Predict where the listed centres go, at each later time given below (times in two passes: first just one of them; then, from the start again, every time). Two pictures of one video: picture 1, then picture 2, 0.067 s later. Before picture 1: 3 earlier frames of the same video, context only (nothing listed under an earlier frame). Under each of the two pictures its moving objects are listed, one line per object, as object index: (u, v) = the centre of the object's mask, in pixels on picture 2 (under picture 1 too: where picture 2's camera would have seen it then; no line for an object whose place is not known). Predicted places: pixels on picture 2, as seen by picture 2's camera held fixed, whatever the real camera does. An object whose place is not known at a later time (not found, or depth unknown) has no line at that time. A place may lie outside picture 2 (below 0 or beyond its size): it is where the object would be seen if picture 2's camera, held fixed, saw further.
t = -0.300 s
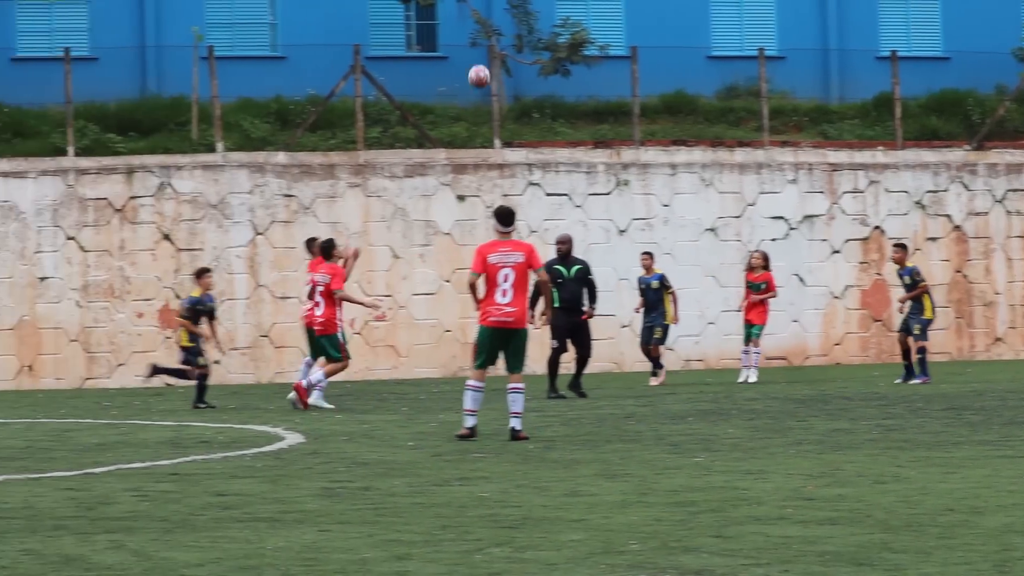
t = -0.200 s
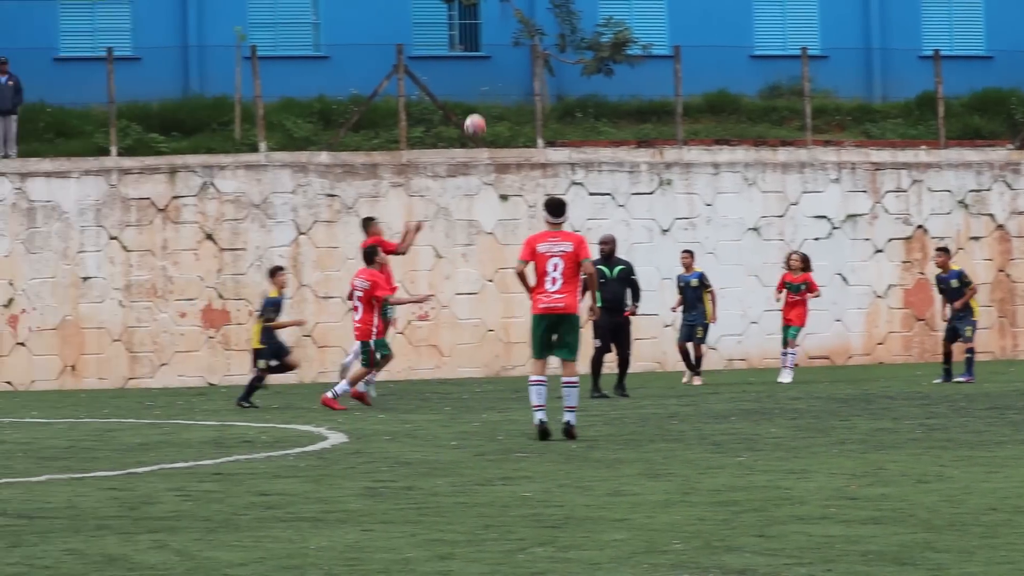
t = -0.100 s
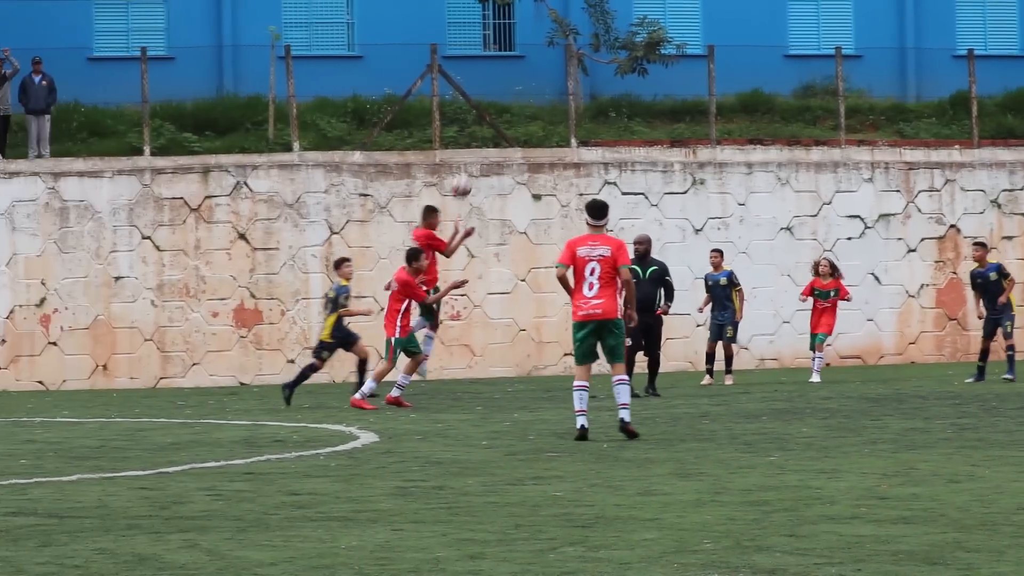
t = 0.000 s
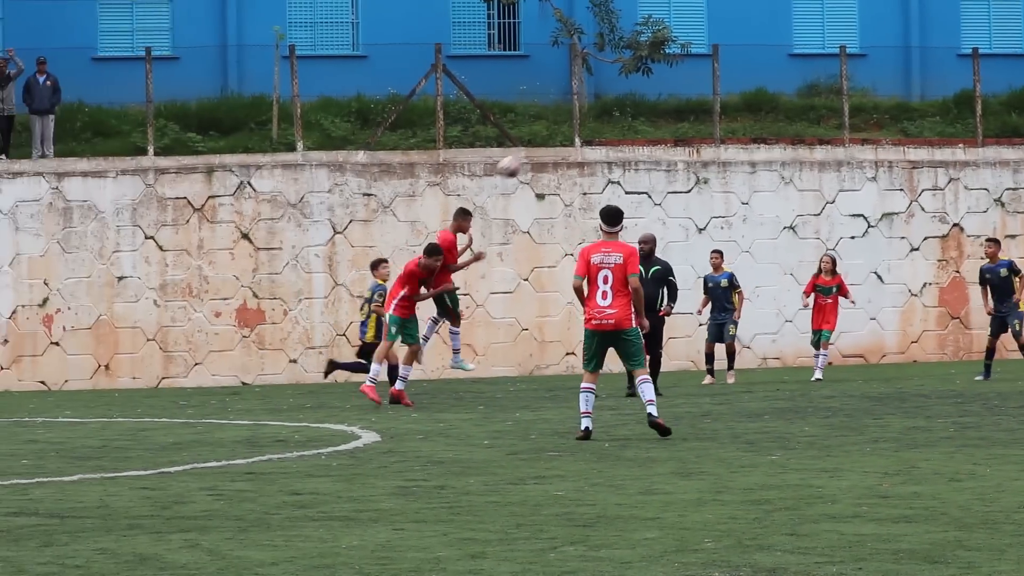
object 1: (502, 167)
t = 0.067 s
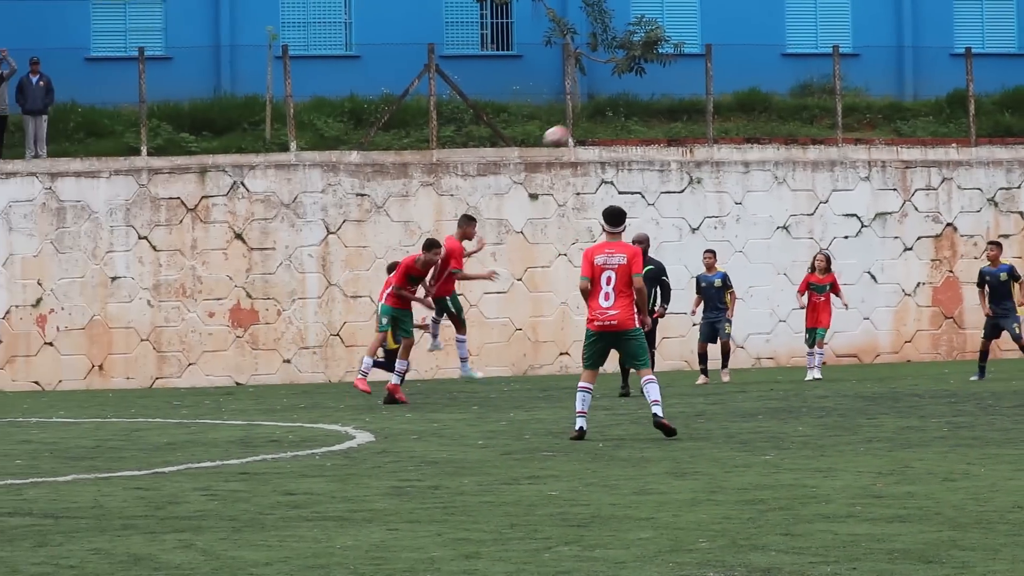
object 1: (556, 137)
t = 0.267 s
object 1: (715, 75)
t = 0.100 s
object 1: (583, 122)
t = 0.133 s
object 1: (610, 110)
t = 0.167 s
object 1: (636, 99)
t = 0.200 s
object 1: (663, 90)
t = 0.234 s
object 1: (689, 82)
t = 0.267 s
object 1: (715, 75)
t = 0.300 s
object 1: (741, 69)
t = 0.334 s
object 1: (767, 64)
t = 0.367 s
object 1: (793, 60)
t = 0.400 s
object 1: (819, 56)
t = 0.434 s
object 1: (845, 53)
